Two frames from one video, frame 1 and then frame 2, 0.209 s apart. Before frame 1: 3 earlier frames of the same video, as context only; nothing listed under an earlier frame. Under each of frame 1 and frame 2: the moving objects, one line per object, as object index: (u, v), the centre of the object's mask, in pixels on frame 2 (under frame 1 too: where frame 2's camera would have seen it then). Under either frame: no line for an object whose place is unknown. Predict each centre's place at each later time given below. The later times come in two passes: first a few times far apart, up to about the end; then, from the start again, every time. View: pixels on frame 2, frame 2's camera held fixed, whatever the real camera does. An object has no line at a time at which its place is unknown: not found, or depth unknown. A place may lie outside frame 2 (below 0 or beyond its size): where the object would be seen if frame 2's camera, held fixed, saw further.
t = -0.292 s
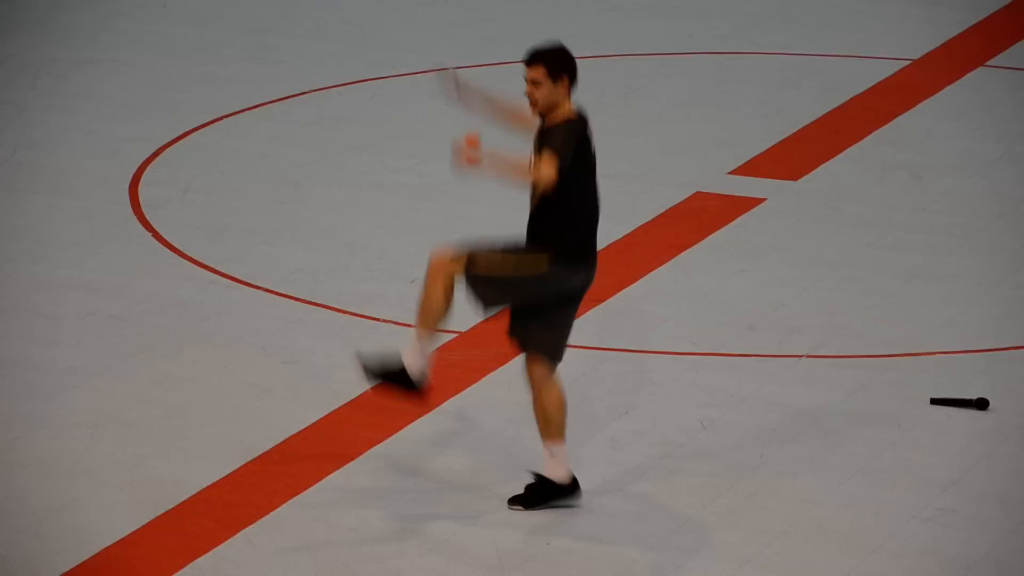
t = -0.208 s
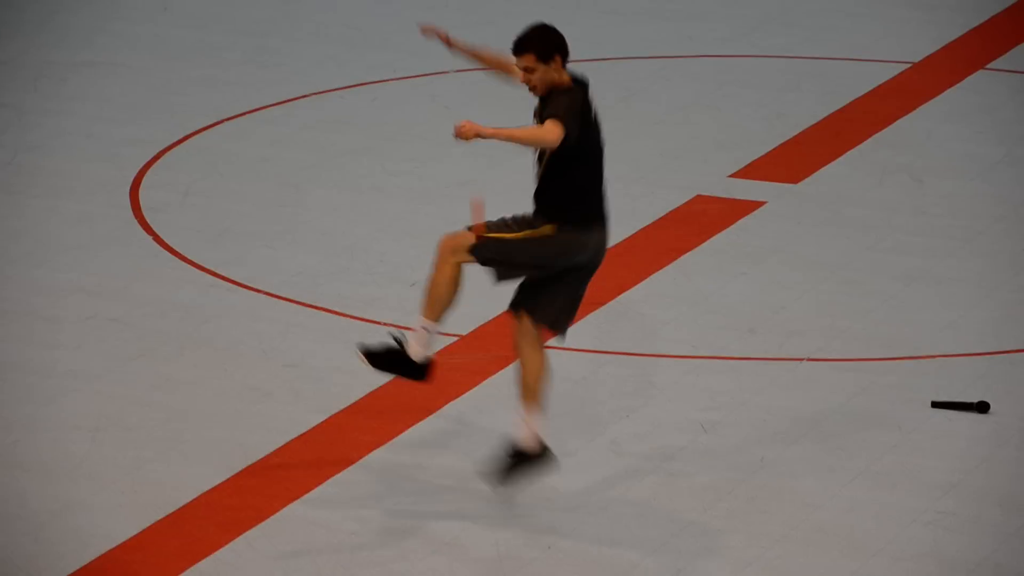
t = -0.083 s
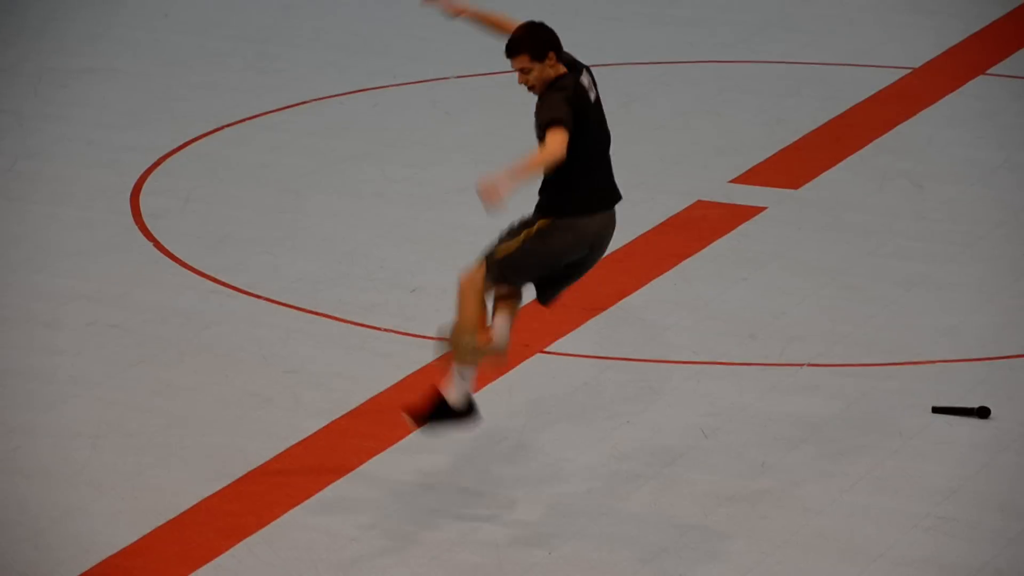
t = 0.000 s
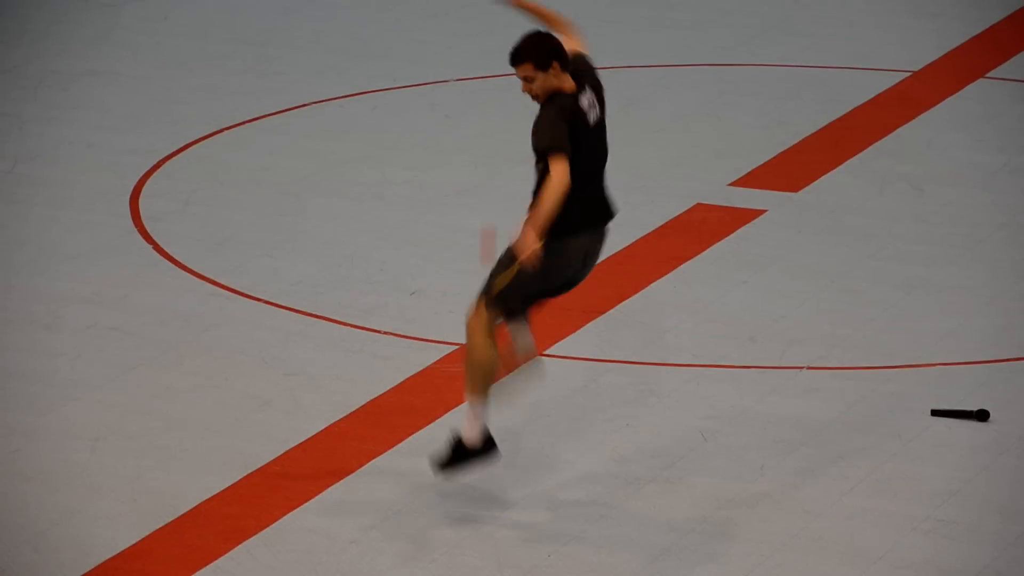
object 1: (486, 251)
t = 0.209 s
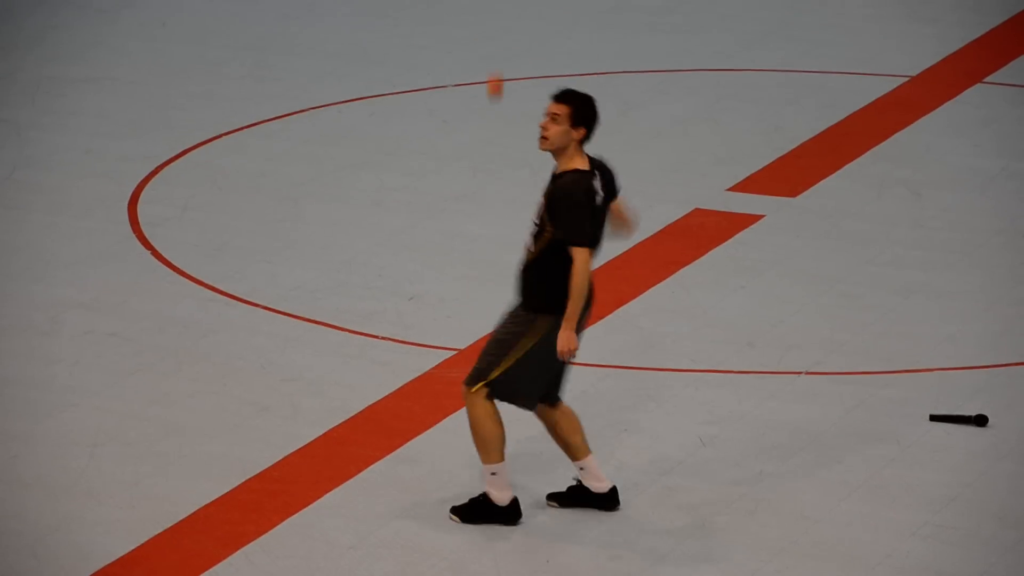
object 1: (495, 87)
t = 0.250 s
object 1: (497, 65)
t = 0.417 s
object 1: (504, 25)
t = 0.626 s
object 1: (512, 73)
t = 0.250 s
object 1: (497, 65)
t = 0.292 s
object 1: (499, 49)
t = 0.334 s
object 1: (501, 37)
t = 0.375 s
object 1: (502, 29)
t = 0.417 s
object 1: (504, 25)
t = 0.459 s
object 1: (505, 25)
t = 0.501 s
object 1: (507, 31)
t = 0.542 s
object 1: (509, 40)
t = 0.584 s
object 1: (511, 55)
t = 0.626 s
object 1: (512, 73)
